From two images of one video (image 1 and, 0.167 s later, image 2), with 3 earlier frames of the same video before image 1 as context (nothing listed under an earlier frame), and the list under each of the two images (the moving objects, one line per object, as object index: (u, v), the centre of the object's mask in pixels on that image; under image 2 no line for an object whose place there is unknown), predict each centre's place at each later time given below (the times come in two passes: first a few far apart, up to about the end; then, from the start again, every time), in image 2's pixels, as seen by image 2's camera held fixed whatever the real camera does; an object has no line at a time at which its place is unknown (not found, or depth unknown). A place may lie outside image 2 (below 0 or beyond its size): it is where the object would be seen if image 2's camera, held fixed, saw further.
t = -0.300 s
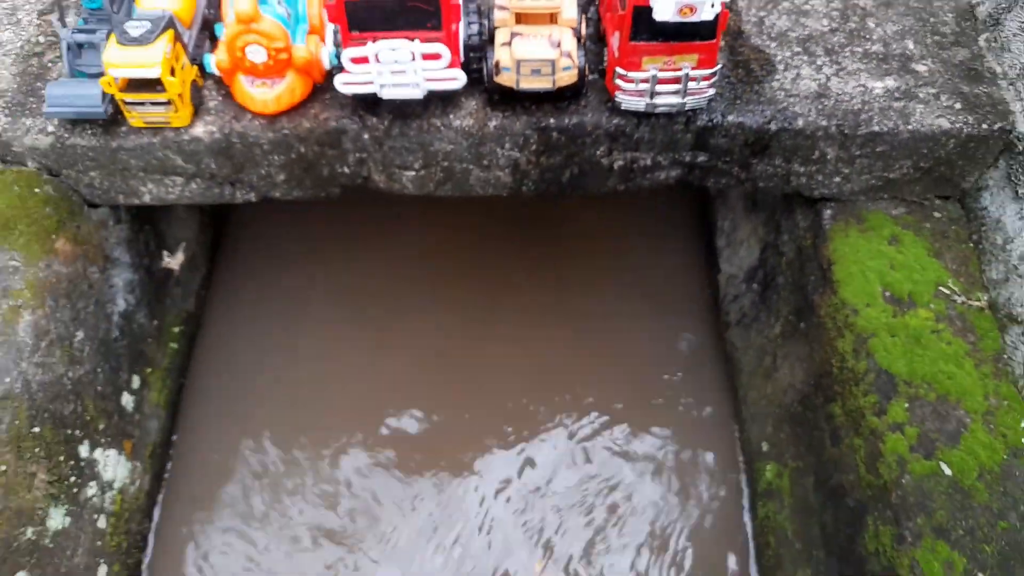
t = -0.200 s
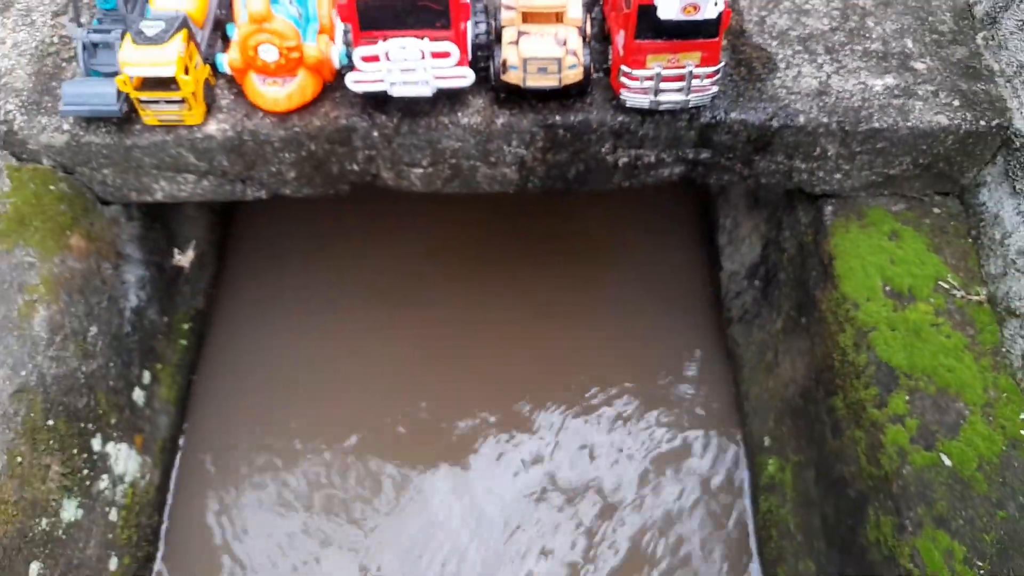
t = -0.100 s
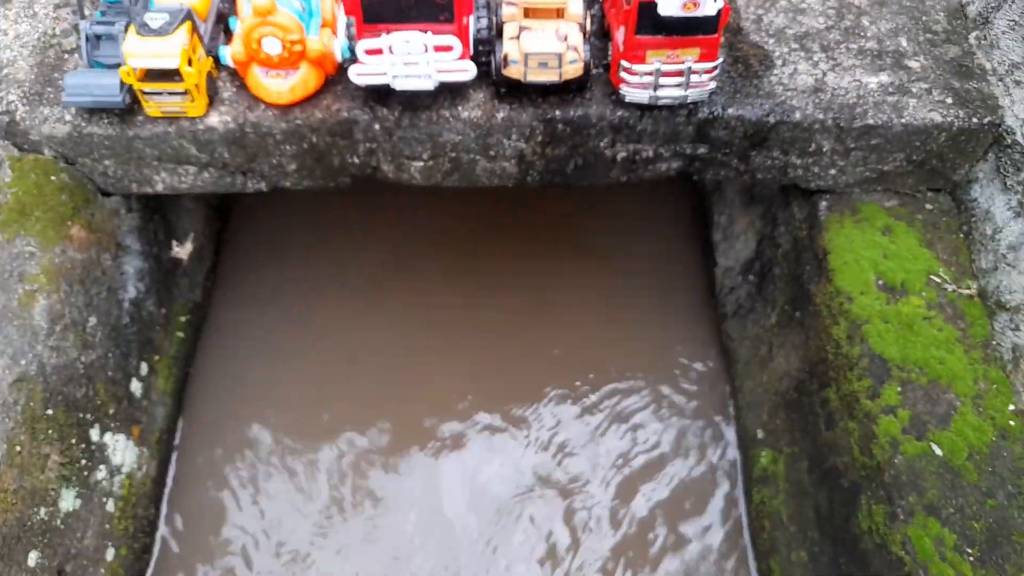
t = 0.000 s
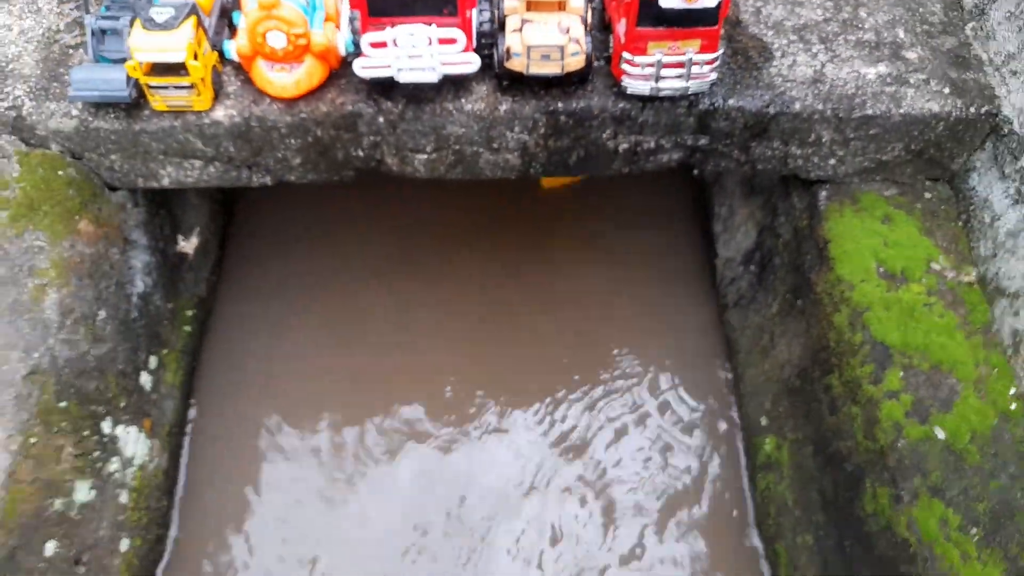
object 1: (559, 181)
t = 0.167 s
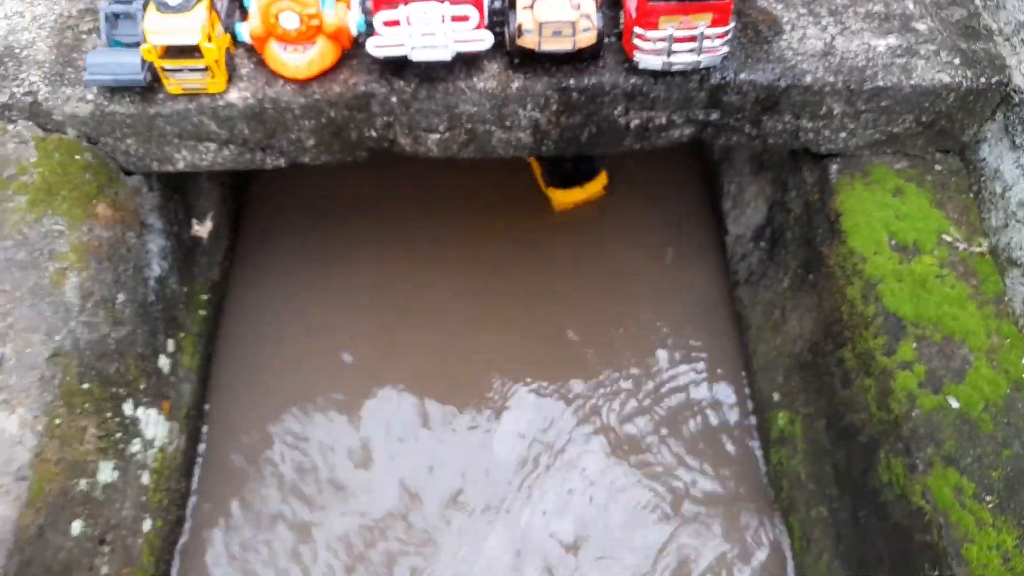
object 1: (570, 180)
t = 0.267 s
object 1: (565, 190)
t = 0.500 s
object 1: (551, 223)
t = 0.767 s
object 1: (550, 297)
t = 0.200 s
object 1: (568, 183)
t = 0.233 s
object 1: (567, 186)
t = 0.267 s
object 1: (565, 190)
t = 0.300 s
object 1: (564, 194)
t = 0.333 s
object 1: (562, 197)
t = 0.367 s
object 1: (561, 202)
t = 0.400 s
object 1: (558, 206)
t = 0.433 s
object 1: (556, 210)
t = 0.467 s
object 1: (553, 216)
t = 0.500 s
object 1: (551, 223)
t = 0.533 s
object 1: (550, 232)
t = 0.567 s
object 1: (549, 241)
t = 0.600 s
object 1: (548, 251)
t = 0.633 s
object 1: (548, 261)
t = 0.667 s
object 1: (549, 271)
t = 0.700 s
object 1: (549, 280)
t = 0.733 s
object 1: (549, 289)
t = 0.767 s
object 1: (550, 297)
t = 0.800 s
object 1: (550, 305)
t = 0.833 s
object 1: (550, 313)
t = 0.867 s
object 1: (549, 321)
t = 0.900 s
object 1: (549, 328)
